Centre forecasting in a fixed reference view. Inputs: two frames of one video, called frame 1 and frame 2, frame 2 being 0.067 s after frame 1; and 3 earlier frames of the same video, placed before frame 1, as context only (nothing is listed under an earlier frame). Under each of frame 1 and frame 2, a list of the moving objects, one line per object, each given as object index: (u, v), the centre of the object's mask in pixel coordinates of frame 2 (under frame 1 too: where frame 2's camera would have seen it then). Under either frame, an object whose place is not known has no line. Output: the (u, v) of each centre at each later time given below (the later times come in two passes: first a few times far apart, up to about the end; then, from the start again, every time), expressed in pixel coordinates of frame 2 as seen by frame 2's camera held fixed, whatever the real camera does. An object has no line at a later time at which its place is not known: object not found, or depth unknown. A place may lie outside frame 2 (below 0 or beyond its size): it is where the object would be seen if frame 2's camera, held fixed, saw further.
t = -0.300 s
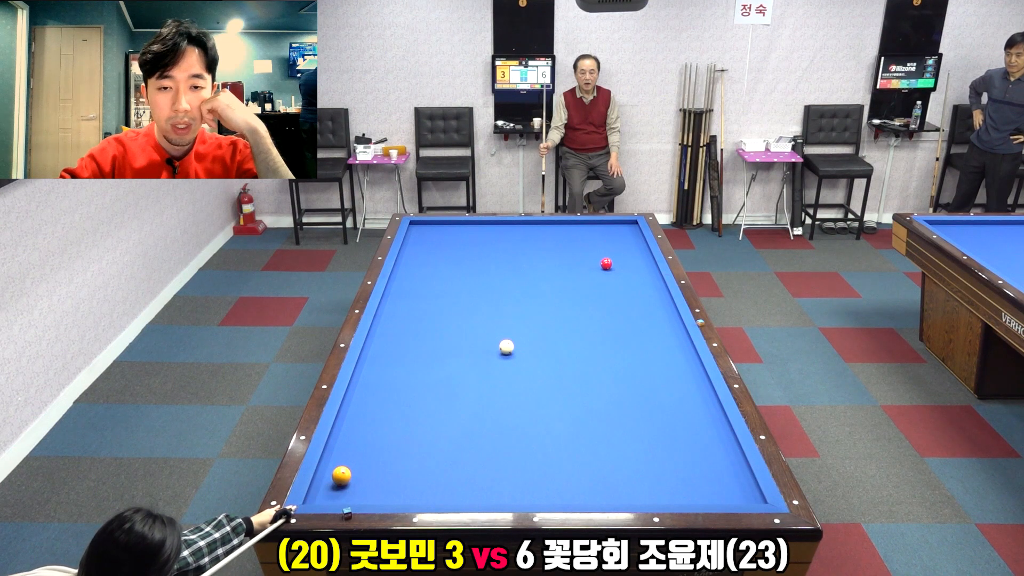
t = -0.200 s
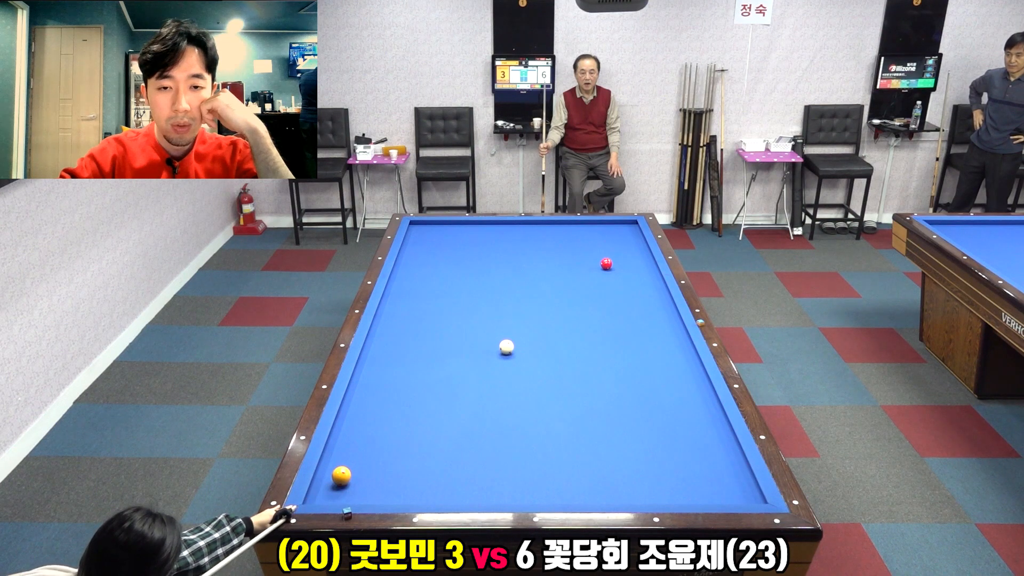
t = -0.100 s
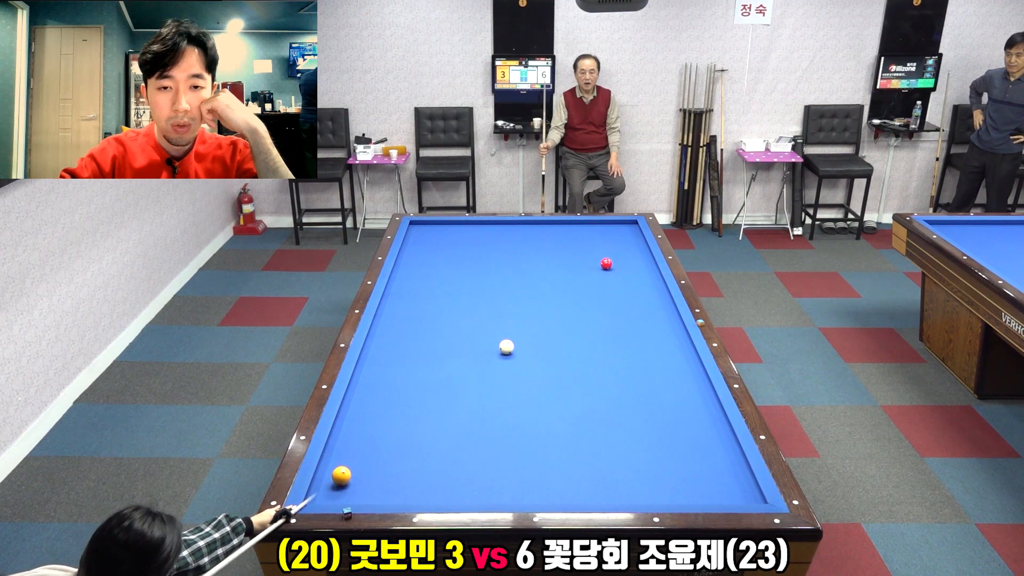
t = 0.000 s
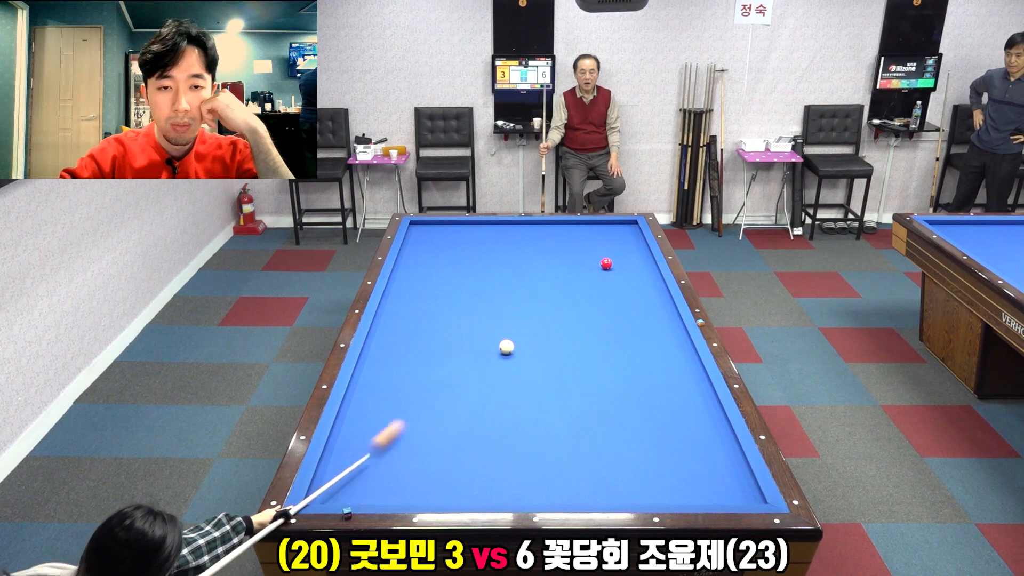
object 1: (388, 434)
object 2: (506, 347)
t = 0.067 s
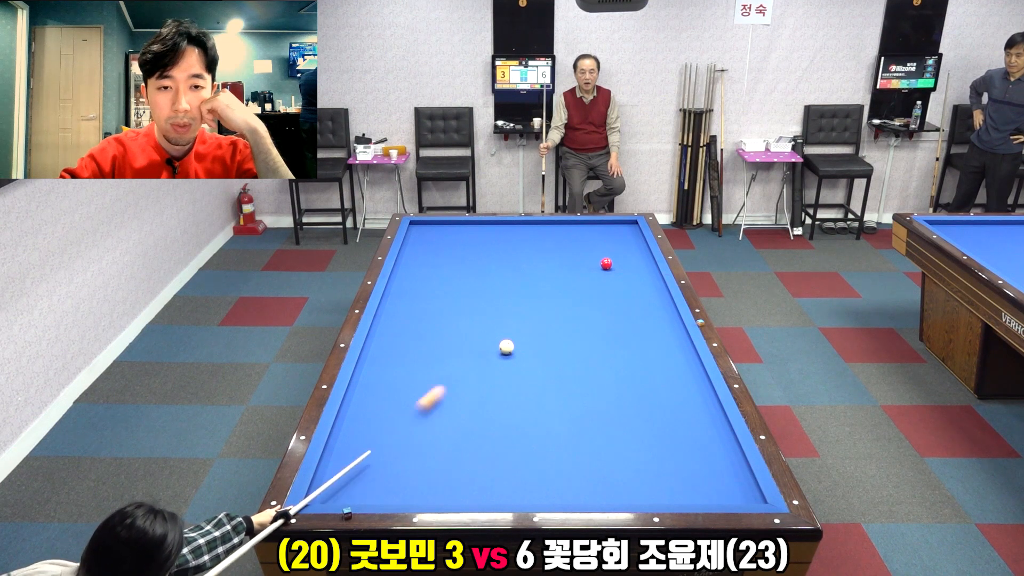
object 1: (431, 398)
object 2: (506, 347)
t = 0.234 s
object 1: (489, 332)
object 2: (530, 344)
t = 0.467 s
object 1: (490, 270)
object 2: (629, 336)
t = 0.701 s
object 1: (501, 225)
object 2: (660, 330)
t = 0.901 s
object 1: (518, 246)
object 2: (614, 326)
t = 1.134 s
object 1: (541, 282)
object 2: (568, 321)
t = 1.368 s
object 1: (568, 318)
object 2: (524, 317)
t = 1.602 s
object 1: (600, 360)
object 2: (482, 312)
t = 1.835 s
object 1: (640, 412)
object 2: (441, 308)
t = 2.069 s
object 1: (692, 480)
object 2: (402, 304)
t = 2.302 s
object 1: (700, 455)
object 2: (400, 301)
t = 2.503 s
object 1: (698, 423)
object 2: (420, 299)
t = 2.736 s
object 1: (696, 391)
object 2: (442, 297)
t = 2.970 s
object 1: (695, 364)
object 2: (463, 295)
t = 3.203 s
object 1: (681, 341)
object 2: (484, 293)
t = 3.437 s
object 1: (668, 322)
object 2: (504, 291)
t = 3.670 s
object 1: (656, 304)
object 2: (523, 289)
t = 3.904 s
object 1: (645, 288)
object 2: (542, 288)
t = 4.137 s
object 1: (636, 274)
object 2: (560, 286)
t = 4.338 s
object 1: (628, 263)
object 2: (575, 285)
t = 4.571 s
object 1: (620, 251)
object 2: (591, 283)
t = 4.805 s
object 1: (613, 240)
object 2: (608, 282)
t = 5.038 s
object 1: (606, 230)
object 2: (623, 280)
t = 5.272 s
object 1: (600, 222)
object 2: (638, 279)
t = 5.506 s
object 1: (598, 227)
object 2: (653, 277)
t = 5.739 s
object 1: (596, 233)
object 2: (651, 276)
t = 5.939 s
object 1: (595, 237)
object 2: (643, 276)
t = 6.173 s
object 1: (593, 243)
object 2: (635, 275)
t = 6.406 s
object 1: (591, 249)
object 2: (628, 274)
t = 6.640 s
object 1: (589, 254)
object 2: (621, 274)
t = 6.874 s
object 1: (587, 260)
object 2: (614, 273)
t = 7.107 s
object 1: (585, 266)
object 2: (608, 272)
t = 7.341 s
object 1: (582, 272)
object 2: (602, 272)
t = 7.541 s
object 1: (581, 277)
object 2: (597, 271)
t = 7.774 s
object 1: (578, 283)
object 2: (592, 271)
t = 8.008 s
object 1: (576, 289)
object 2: (587, 270)
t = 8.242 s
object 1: (574, 295)
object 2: (583, 270)
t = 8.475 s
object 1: (571, 301)
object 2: (579, 269)
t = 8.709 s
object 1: (569, 307)
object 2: (575, 269)
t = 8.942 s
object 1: (567, 313)
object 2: (572, 269)
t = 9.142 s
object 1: (565, 318)
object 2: (570, 268)
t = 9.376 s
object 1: (563, 324)
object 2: (568, 268)
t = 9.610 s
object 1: (561, 330)
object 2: (566, 268)
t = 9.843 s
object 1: (558, 336)
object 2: (564, 267)
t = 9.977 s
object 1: (557, 339)
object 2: (563, 267)
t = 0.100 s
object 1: (450, 382)
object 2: (506, 347)
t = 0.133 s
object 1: (467, 367)
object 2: (506, 347)
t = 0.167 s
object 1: (483, 354)
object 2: (506, 347)
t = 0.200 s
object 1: (491, 342)
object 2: (514, 345)
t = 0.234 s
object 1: (489, 332)
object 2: (530, 344)
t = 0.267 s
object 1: (488, 321)
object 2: (546, 343)
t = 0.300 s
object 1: (487, 312)
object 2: (562, 342)
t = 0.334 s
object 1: (487, 303)
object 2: (576, 341)
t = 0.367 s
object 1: (487, 294)
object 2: (591, 339)
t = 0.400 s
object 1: (488, 286)
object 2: (604, 338)
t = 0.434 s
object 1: (489, 278)
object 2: (617, 338)
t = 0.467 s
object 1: (490, 270)
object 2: (629, 336)
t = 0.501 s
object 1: (492, 263)
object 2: (641, 335)
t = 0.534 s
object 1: (493, 256)
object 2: (652, 334)
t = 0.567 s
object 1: (495, 249)
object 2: (664, 333)
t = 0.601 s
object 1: (497, 243)
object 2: (675, 333)
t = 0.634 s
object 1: (498, 237)
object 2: (679, 332)
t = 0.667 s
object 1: (500, 231)
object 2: (669, 331)
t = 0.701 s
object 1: (501, 225)
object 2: (660, 330)
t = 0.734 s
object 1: (503, 222)
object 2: (651, 330)
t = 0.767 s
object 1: (505, 227)
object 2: (642, 329)
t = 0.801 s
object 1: (509, 231)
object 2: (635, 328)
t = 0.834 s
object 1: (511, 236)
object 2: (628, 327)
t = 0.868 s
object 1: (514, 241)
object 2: (621, 327)
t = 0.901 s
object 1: (518, 246)
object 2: (614, 326)
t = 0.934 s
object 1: (521, 251)
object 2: (607, 325)
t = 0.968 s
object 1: (524, 256)
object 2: (601, 325)
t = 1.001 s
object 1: (527, 261)
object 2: (594, 324)
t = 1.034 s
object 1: (531, 266)
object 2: (588, 323)
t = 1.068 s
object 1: (534, 271)
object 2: (581, 323)
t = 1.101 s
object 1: (538, 277)
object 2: (575, 322)
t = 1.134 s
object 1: (541, 282)
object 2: (568, 321)
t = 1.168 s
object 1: (545, 287)
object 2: (562, 321)
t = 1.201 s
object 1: (548, 292)
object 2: (556, 320)
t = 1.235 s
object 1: (552, 297)
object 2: (550, 319)
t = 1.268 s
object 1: (556, 302)
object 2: (543, 318)
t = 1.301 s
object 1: (560, 307)
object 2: (537, 318)
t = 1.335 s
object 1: (564, 312)
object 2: (531, 317)
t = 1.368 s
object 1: (568, 318)
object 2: (524, 317)
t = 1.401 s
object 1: (572, 323)
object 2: (518, 316)
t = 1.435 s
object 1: (576, 329)
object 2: (512, 315)
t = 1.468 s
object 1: (581, 335)
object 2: (506, 315)
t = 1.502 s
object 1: (585, 341)
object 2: (500, 314)
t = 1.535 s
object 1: (590, 347)
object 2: (494, 313)
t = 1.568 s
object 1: (595, 353)
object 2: (488, 313)
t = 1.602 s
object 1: (600, 360)
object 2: (482, 312)
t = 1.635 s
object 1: (605, 366)
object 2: (476, 311)
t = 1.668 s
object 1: (610, 373)
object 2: (470, 311)
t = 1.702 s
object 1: (616, 381)
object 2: (465, 310)
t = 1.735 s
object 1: (621, 388)
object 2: (459, 310)
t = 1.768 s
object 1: (628, 396)
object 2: (453, 309)
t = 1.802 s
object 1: (633, 404)
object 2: (447, 308)
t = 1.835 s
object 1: (640, 412)
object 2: (441, 308)
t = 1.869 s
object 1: (646, 421)
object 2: (436, 307)
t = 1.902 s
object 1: (654, 430)
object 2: (430, 307)
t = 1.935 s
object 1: (660, 439)
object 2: (424, 306)
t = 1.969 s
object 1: (668, 449)
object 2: (419, 306)
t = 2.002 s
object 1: (675, 459)
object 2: (413, 305)
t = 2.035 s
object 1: (683, 469)
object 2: (408, 304)
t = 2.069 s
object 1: (692, 480)
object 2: (402, 304)
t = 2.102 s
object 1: (700, 492)
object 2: (397, 303)
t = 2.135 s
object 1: (705, 495)
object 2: (391, 302)
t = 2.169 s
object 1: (704, 487)
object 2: (386, 302)
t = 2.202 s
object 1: (703, 478)
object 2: (389, 302)
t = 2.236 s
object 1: (701, 470)
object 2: (393, 301)
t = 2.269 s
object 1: (700, 462)
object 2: (397, 301)
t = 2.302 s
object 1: (700, 455)
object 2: (400, 301)
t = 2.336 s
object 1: (699, 449)
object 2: (404, 300)
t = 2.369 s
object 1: (699, 444)
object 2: (407, 300)
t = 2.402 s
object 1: (698, 438)
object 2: (410, 300)
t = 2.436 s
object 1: (698, 433)
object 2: (414, 299)
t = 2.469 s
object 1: (698, 428)
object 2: (417, 299)
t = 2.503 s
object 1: (698, 423)
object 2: (420, 299)
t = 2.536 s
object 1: (697, 418)
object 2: (423, 299)
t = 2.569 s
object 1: (697, 413)
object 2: (426, 298)
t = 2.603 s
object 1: (697, 408)
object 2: (429, 298)
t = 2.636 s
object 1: (697, 404)
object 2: (433, 298)
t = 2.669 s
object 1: (697, 400)
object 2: (436, 297)
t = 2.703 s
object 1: (697, 395)
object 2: (439, 297)
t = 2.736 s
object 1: (696, 391)
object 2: (442, 297)
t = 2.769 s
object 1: (696, 387)
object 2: (445, 297)
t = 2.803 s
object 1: (696, 383)
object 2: (448, 296)
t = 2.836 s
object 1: (696, 379)
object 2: (451, 296)
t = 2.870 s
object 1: (696, 375)
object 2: (454, 296)
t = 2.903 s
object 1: (696, 372)
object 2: (457, 296)
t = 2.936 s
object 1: (696, 368)
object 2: (460, 295)
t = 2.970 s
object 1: (695, 364)
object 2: (463, 295)
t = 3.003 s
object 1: (694, 360)
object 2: (466, 295)
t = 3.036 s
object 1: (691, 357)
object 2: (469, 294)
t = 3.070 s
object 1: (689, 354)
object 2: (472, 294)
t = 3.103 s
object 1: (687, 350)
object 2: (475, 294)
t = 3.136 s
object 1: (685, 347)
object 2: (478, 294)
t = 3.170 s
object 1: (683, 344)
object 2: (481, 293)
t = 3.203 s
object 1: (681, 341)
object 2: (484, 293)
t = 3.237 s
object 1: (679, 338)
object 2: (487, 293)
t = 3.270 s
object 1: (677, 336)
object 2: (490, 292)
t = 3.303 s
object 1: (675, 332)
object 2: (493, 292)
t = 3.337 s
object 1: (673, 330)
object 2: (495, 292)
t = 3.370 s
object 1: (671, 327)
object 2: (498, 292)
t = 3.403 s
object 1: (670, 324)
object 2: (501, 291)
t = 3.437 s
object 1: (668, 322)
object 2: (504, 291)
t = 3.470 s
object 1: (666, 319)
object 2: (507, 291)
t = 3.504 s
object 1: (664, 316)
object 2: (509, 291)
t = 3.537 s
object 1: (663, 314)
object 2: (512, 290)
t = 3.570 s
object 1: (661, 311)
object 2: (515, 290)
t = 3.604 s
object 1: (659, 309)
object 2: (518, 290)
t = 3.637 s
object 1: (658, 307)
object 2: (520, 290)
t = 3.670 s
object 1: (656, 304)
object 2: (523, 289)
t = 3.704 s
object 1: (654, 302)
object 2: (526, 289)
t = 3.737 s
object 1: (653, 299)
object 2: (529, 289)
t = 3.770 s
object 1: (651, 297)
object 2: (531, 289)
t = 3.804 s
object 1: (650, 295)
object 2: (534, 288)
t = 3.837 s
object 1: (648, 293)
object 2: (536, 288)
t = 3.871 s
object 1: (647, 291)
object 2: (539, 288)
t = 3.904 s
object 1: (645, 288)
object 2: (542, 288)
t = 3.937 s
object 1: (644, 286)
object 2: (544, 287)
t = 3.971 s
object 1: (642, 284)
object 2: (547, 287)
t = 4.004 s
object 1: (641, 282)
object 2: (550, 287)
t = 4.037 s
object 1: (640, 280)
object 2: (552, 287)
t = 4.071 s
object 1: (638, 278)
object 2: (555, 287)
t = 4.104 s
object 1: (637, 276)
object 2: (557, 286)
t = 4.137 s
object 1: (636, 274)
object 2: (560, 286)
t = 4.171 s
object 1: (634, 272)
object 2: (562, 286)
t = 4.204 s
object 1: (633, 270)
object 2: (565, 286)
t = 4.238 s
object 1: (632, 269)
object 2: (567, 285)
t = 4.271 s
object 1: (631, 267)
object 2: (570, 285)
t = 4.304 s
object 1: (629, 265)
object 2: (572, 285)
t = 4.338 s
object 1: (628, 263)
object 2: (575, 285)
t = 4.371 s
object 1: (627, 261)
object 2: (577, 284)
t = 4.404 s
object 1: (626, 260)
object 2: (579, 284)
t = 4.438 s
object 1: (624, 258)
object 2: (582, 284)
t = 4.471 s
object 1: (623, 256)
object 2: (584, 284)
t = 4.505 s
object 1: (622, 254)
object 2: (587, 283)
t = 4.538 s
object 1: (621, 253)
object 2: (589, 283)
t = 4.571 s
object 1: (620, 251)
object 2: (591, 283)
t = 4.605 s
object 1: (619, 250)
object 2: (594, 283)
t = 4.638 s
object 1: (618, 248)
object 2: (596, 283)
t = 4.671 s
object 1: (617, 247)
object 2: (598, 282)
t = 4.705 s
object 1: (616, 245)
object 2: (601, 282)
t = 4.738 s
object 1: (615, 243)
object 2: (603, 282)
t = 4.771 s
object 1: (614, 242)
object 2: (605, 282)
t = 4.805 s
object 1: (613, 240)
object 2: (608, 282)
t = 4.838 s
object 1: (612, 239)
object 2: (610, 281)
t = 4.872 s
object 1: (611, 237)
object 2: (612, 281)
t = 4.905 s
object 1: (610, 236)
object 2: (614, 281)
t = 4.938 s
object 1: (608, 235)
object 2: (617, 281)
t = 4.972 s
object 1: (608, 233)
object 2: (619, 280)
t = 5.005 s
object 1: (607, 232)
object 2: (621, 280)
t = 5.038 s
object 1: (606, 230)
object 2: (623, 280)
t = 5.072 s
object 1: (605, 229)
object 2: (625, 280)
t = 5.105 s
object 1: (604, 228)
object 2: (627, 280)
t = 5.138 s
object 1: (603, 226)
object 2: (630, 280)
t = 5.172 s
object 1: (602, 225)
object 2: (632, 279)
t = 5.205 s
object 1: (601, 224)
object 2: (634, 279)
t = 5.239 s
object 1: (600, 222)
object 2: (636, 279)
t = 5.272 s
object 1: (600, 222)
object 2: (638, 279)
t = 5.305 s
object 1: (599, 223)
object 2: (640, 278)
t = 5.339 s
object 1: (599, 223)
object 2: (642, 278)
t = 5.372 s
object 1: (599, 224)
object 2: (645, 278)
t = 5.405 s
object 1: (599, 225)
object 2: (647, 278)
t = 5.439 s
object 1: (598, 226)
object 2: (649, 278)
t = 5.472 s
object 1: (598, 227)
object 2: (651, 277)
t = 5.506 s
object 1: (598, 227)
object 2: (653, 277)
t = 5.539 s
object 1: (598, 228)
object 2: (655, 277)
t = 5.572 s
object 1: (598, 229)
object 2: (657, 277)
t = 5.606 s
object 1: (597, 230)
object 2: (656, 277)
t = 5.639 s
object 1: (597, 230)
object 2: (654, 277)
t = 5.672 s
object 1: (597, 231)
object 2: (653, 277)
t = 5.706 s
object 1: (596, 232)
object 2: (652, 276)
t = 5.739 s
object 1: (596, 233)
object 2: (651, 276)
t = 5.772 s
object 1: (596, 234)
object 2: (650, 276)
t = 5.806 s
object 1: (595, 235)
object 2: (648, 276)
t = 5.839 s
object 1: (595, 235)
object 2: (647, 276)
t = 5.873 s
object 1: (595, 236)
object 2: (646, 276)
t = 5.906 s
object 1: (595, 237)
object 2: (645, 276)
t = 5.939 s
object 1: (595, 237)
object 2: (643, 276)
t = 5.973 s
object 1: (594, 238)
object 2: (642, 275)
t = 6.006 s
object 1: (594, 239)
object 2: (641, 275)
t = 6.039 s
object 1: (594, 240)
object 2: (640, 275)
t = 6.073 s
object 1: (594, 241)
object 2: (639, 275)
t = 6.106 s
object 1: (593, 242)
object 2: (638, 275)
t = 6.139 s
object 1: (593, 242)
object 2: (636, 275)
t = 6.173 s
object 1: (593, 243)
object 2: (635, 275)
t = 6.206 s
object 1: (592, 244)
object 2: (634, 275)
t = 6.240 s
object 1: (592, 245)
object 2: (633, 275)
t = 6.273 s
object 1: (592, 246)
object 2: (632, 275)
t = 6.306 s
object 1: (591, 246)
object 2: (631, 275)
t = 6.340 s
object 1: (591, 247)
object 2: (630, 274)
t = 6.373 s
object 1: (591, 248)
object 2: (629, 274)
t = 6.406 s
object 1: (591, 249)
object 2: (628, 274)
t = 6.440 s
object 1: (590, 250)
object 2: (627, 274)
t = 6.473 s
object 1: (590, 250)
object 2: (626, 274)
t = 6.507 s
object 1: (590, 251)
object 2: (625, 274)
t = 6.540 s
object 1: (590, 252)
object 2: (624, 274)
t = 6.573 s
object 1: (589, 253)
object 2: (623, 274)
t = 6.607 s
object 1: (589, 254)
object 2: (622, 274)
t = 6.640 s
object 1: (589, 254)
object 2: (621, 274)
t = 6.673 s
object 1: (589, 255)
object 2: (620, 274)
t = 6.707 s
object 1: (588, 256)
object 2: (619, 273)
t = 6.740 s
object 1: (588, 257)
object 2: (618, 273)
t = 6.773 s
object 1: (588, 258)
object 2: (617, 273)
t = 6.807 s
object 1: (587, 258)
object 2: (616, 273)
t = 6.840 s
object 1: (587, 259)
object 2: (615, 273)
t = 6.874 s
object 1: (587, 260)
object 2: (614, 273)
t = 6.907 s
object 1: (587, 261)
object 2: (613, 273)
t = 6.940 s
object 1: (586, 262)
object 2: (612, 273)
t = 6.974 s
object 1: (586, 263)
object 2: (611, 273)
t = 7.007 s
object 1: (586, 264)
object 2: (610, 273)
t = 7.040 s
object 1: (585, 264)
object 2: (610, 273)
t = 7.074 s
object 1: (585, 265)
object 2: (609, 273)
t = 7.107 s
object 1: (585, 266)
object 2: (608, 272)
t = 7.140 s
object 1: (584, 267)
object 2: (607, 272)
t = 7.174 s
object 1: (584, 268)
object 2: (606, 272)
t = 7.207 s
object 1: (584, 269)
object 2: (605, 272)
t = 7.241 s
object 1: (583, 269)
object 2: (604, 272)
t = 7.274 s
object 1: (583, 270)
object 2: (603, 272)
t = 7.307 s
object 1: (583, 271)
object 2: (603, 272)
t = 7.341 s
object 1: (582, 272)
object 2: (602, 272)
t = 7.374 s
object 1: (582, 273)
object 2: (601, 272)
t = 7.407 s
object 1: (582, 273)
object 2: (600, 271)
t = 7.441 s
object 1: (581, 274)
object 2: (599, 271)
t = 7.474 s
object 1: (581, 275)
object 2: (599, 271)
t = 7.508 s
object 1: (581, 276)
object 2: (598, 271)
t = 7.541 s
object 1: (581, 277)
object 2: (597, 271)
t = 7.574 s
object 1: (580, 278)
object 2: (596, 271)
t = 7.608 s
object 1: (580, 278)
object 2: (596, 271)
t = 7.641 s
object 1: (580, 279)
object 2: (595, 271)
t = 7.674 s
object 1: (579, 280)
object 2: (594, 271)
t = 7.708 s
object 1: (579, 281)
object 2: (593, 271)
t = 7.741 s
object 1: (579, 282)
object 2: (593, 271)
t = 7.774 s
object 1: (578, 283)
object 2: (592, 271)
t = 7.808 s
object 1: (578, 284)
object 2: (591, 271)
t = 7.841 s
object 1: (578, 284)
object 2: (590, 271)
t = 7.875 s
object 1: (577, 285)
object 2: (590, 270)
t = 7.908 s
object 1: (577, 286)
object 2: (589, 270)
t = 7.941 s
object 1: (577, 287)
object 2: (588, 270)
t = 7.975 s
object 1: (576, 288)
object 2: (588, 270)
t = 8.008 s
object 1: (576, 289)
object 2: (587, 270)
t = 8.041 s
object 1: (576, 290)
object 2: (587, 270)
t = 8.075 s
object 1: (575, 290)
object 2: (586, 270)
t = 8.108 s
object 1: (575, 291)
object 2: (585, 270)
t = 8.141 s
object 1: (575, 292)
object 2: (585, 270)
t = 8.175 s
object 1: (574, 293)
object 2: (584, 270)
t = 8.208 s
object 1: (574, 294)
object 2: (583, 270)
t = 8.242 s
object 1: (574, 295)
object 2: (583, 270)
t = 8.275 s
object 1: (573, 296)
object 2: (582, 270)
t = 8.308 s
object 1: (573, 297)
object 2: (582, 270)
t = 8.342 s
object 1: (573, 297)
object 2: (581, 270)
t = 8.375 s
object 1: (572, 298)
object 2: (581, 270)
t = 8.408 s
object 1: (572, 299)
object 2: (580, 269)
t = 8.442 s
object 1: (572, 300)
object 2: (580, 269)
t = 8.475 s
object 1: (571, 301)
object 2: (579, 269)
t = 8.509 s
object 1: (571, 301)
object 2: (578, 269)
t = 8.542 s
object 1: (571, 302)
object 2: (578, 269)
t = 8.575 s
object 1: (570, 303)
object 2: (577, 269)
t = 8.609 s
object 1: (570, 304)
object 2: (577, 269)
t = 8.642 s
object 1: (570, 305)
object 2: (576, 269)
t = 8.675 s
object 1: (570, 306)
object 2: (576, 269)
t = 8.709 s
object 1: (569, 307)
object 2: (575, 269)
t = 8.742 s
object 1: (569, 308)
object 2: (575, 269)
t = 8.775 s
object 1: (568, 308)
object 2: (575, 269)
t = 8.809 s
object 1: (568, 309)
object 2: (574, 269)
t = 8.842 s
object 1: (568, 310)
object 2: (574, 269)
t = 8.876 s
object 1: (568, 311)
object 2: (573, 269)
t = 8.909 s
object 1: (567, 312)
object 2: (573, 269)
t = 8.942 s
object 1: (567, 313)
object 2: (572, 269)
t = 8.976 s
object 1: (567, 314)
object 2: (572, 268)
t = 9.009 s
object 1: (566, 315)
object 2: (572, 268)
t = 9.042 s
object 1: (566, 315)
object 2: (571, 269)
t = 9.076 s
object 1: (566, 316)
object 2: (571, 268)
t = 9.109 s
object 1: (565, 317)
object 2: (570, 268)
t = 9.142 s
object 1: (565, 318)
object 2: (570, 268)
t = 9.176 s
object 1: (565, 319)
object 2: (570, 268)
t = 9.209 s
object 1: (564, 320)
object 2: (569, 268)
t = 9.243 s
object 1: (564, 320)
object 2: (569, 268)
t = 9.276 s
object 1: (564, 321)
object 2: (569, 268)
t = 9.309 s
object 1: (564, 322)
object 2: (568, 268)
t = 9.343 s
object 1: (563, 323)
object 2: (568, 268)
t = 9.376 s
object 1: (563, 324)
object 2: (568, 268)
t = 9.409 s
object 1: (563, 325)
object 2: (567, 268)
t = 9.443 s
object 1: (562, 326)
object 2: (567, 268)
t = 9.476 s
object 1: (562, 327)
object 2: (567, 268)
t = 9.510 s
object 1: (562, 328)
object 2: (566, 268)
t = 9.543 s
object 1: (561, 328)
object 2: (566, 268)
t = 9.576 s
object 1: (561, 329)
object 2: (566, 268)
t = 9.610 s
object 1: (561, 330)
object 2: (566, 268)
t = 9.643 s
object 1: (560, 331)
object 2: (565, 268)
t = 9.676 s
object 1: (560, 332)
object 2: (565, 268)
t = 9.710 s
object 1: (560, 333)
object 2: (565, 267)
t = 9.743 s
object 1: (559, 333)
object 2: (565, 267)
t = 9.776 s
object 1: (559, 334)
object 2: (565, 268)
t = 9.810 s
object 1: (559, 335)
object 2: (564, 268)
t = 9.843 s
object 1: (558, 336)
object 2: (564, 267)
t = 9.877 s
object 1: (558, 337)
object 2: (564, 267)
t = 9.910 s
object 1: (558, 338)
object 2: (564, 267)
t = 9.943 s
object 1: (557, 338)
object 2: (564, 267)
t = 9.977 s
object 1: (557, 339)
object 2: (563, 267)
